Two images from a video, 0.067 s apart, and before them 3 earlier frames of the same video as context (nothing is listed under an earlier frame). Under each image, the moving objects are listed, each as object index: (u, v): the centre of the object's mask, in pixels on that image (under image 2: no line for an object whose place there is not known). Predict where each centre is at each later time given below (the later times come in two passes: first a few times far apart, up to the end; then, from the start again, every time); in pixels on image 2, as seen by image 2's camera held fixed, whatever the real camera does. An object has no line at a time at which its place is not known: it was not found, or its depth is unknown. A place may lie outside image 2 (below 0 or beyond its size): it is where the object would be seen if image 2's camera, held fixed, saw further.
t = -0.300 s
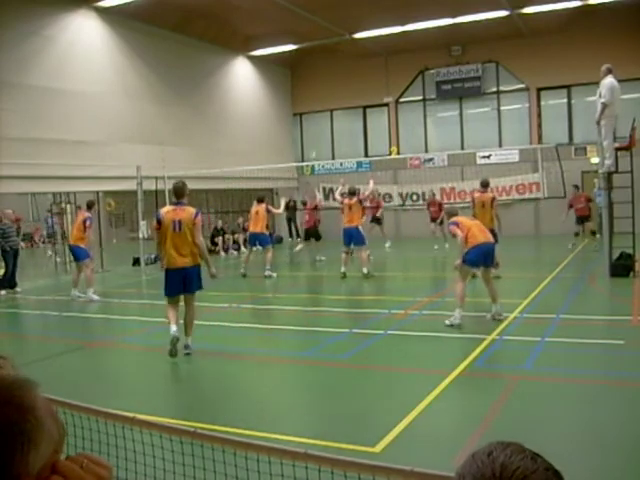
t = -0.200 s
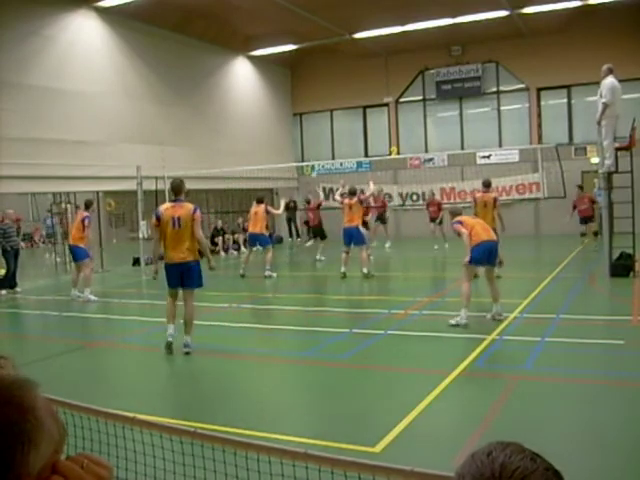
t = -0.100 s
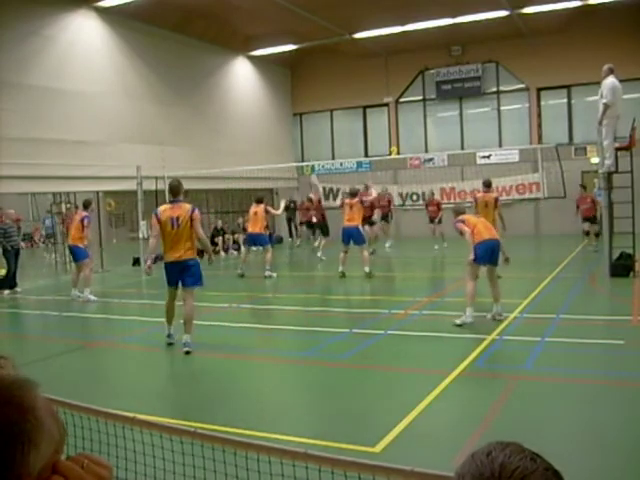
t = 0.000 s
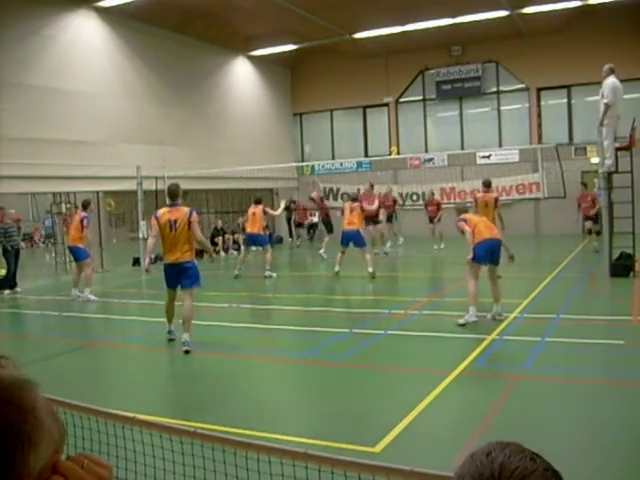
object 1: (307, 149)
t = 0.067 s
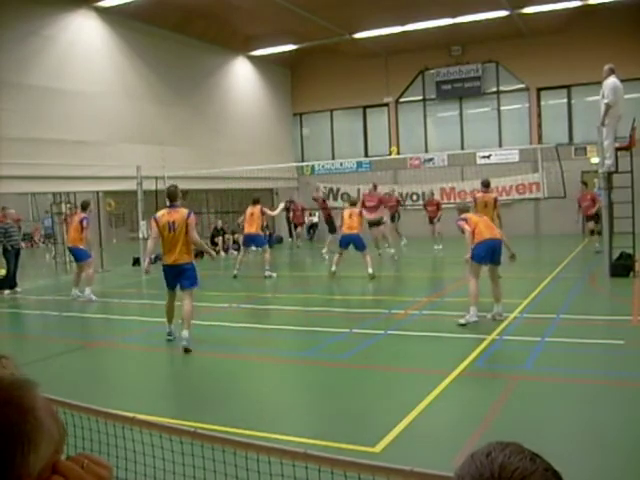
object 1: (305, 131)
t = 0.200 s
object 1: (299, 102)
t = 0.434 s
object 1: (290, 69)
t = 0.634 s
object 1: (284, 57)
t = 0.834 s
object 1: (278, 59)
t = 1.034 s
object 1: (272, 75)
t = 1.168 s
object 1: (269, 93)
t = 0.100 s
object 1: (304, 123)
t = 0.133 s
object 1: (302, 116)
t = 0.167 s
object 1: (301, 109)
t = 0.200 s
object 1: (299, 102)
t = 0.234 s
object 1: (298, 97)
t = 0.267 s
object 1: (297, 91)
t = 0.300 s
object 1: (296, 86)
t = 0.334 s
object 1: (294, 81)
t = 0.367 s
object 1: (293, 77)
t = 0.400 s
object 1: (292, 73)
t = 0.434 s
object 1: (290, 69)
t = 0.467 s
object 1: (289, 66)
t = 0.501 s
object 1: (288, 64)
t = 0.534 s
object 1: (287, 62)
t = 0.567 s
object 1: (286, 60)
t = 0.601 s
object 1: (285, 58)
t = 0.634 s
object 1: (284, 57)
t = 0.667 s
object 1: (283, 57)
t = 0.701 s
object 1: (281, 56)
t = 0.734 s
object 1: (280, 56)
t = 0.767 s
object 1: (280, 57)
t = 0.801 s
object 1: (279, 58)
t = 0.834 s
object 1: (278, 59)
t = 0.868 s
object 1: (277, 61)
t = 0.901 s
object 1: (276, 63)
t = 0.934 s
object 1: (275, 65)
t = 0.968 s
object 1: (274, 68)
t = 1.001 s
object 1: (273, 71)
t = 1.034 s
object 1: (272, 75)
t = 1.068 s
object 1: (271, 79)
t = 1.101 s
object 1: (271, 83)
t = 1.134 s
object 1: (270, 87)
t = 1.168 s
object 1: (269, 93)
